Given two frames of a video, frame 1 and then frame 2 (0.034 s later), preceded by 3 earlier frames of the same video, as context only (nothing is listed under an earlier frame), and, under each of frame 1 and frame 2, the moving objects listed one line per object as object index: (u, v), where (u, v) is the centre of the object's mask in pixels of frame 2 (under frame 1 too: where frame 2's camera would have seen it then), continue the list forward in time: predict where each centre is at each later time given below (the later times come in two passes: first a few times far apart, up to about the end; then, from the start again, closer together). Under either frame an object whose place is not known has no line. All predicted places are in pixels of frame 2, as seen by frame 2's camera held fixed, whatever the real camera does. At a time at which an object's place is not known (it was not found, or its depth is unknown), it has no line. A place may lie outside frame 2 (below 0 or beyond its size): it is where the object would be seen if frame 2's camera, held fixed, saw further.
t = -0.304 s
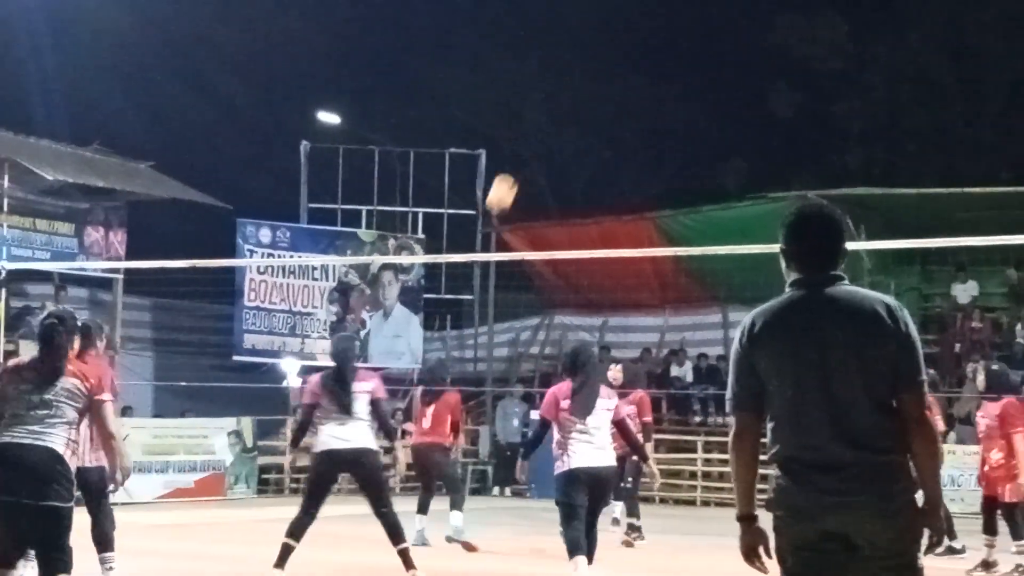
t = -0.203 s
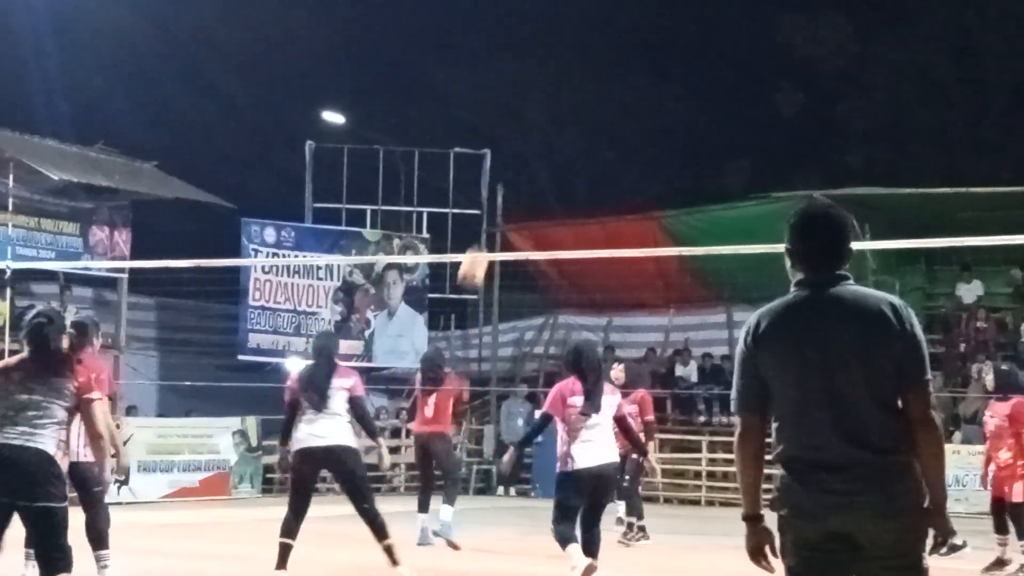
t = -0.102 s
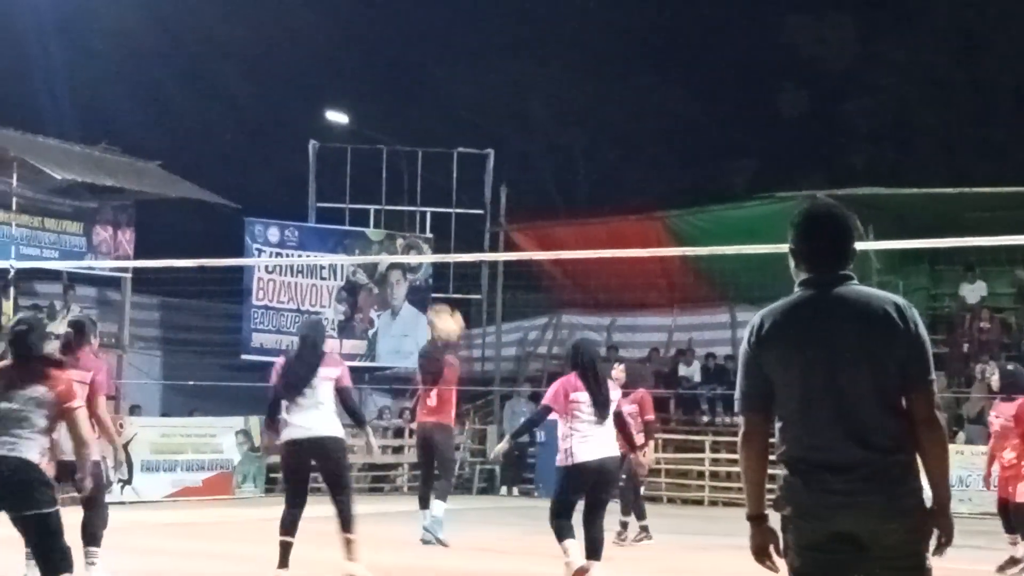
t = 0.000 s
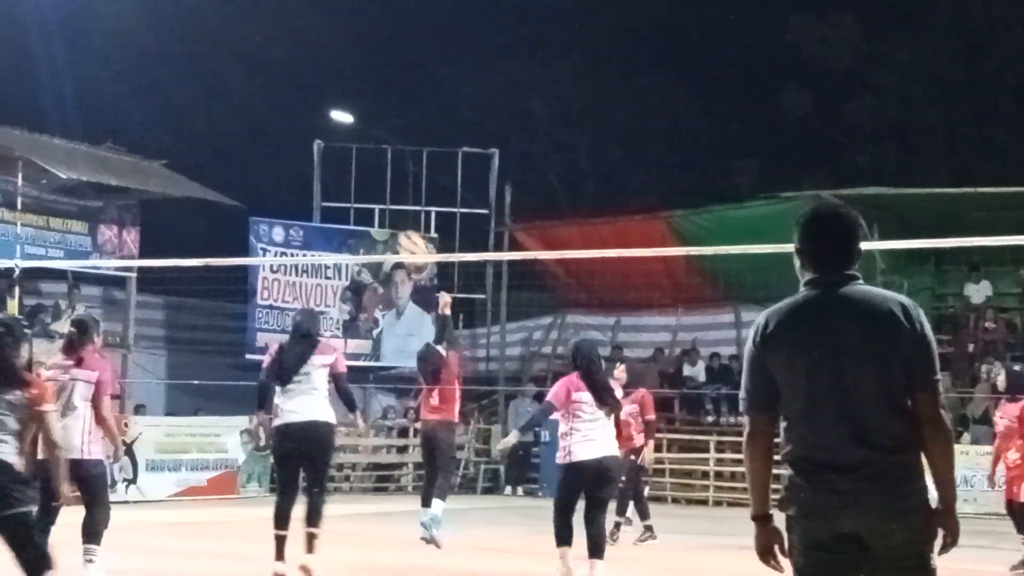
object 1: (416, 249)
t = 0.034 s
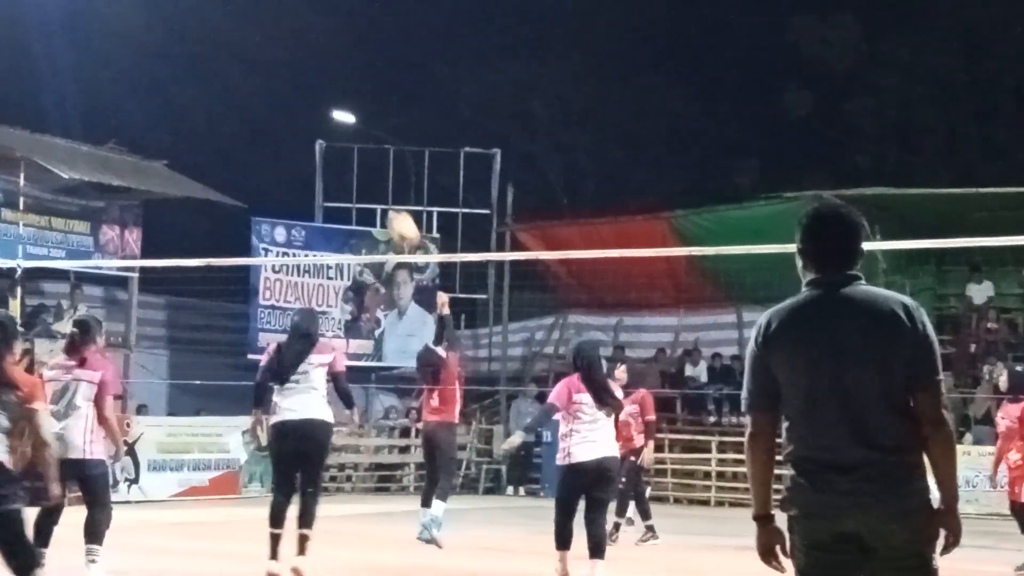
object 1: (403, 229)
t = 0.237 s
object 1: (321, 119)
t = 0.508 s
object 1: (191, 44)
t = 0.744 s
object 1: (41, 73)
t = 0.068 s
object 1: (390, 208)
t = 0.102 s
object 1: (377, 187)
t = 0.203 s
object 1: (337, 135)
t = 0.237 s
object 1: (321, 119)
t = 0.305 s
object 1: (293, 92)
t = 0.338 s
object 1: (277, 80)
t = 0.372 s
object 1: (260, 69)
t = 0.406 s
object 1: (244, 61)
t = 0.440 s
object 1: (227, 54)
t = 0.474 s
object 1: (209, 48)
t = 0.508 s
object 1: (191, 44)
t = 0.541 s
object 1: (171, 42)
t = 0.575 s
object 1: (151, 43)
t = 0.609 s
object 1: (131, 44)
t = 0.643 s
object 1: (110, 48)
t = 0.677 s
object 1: (88, 54)
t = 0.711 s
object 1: (65, 63)
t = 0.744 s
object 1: (41, 73)
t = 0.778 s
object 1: (17, 87)
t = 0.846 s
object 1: (-27, 118)
